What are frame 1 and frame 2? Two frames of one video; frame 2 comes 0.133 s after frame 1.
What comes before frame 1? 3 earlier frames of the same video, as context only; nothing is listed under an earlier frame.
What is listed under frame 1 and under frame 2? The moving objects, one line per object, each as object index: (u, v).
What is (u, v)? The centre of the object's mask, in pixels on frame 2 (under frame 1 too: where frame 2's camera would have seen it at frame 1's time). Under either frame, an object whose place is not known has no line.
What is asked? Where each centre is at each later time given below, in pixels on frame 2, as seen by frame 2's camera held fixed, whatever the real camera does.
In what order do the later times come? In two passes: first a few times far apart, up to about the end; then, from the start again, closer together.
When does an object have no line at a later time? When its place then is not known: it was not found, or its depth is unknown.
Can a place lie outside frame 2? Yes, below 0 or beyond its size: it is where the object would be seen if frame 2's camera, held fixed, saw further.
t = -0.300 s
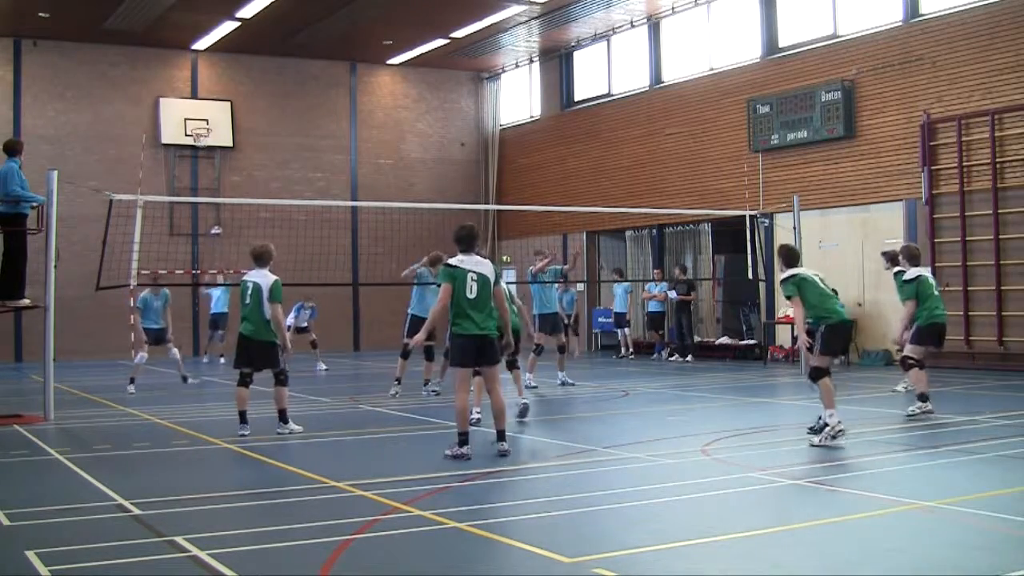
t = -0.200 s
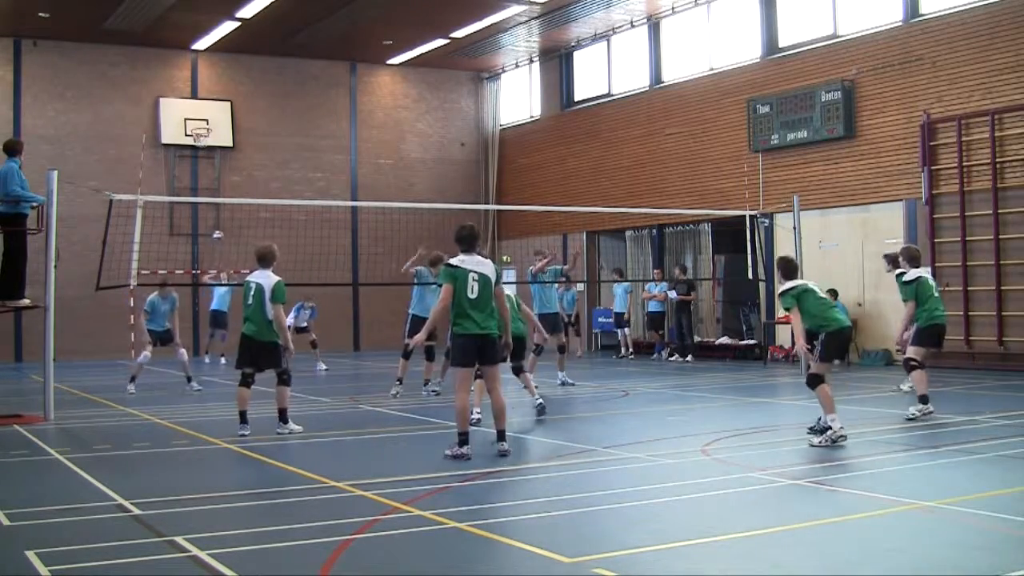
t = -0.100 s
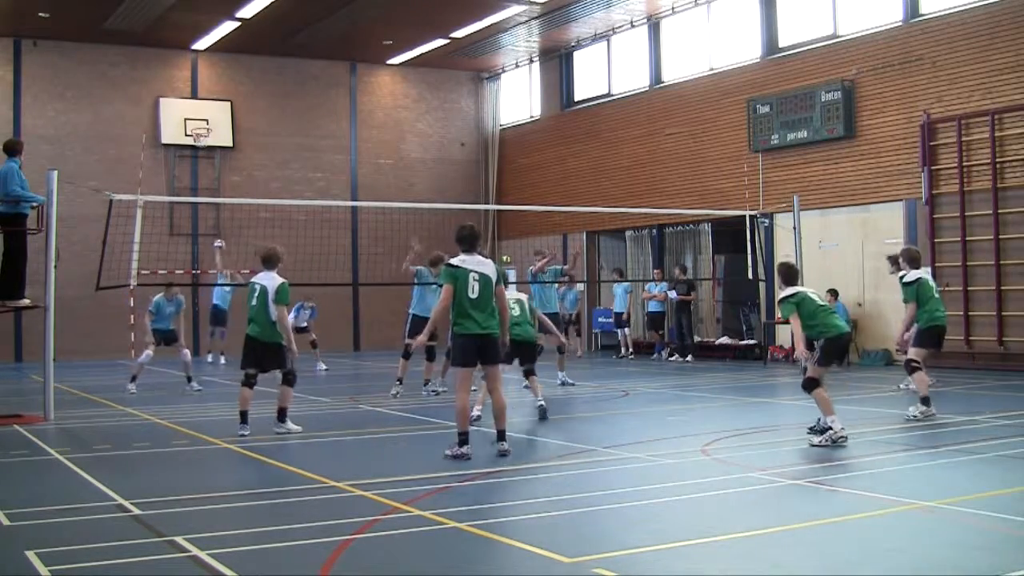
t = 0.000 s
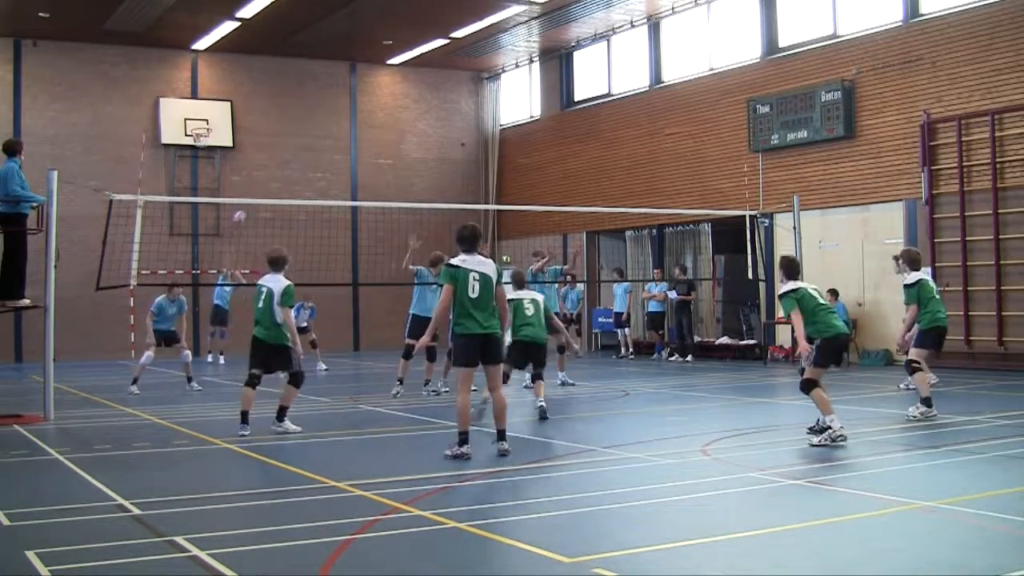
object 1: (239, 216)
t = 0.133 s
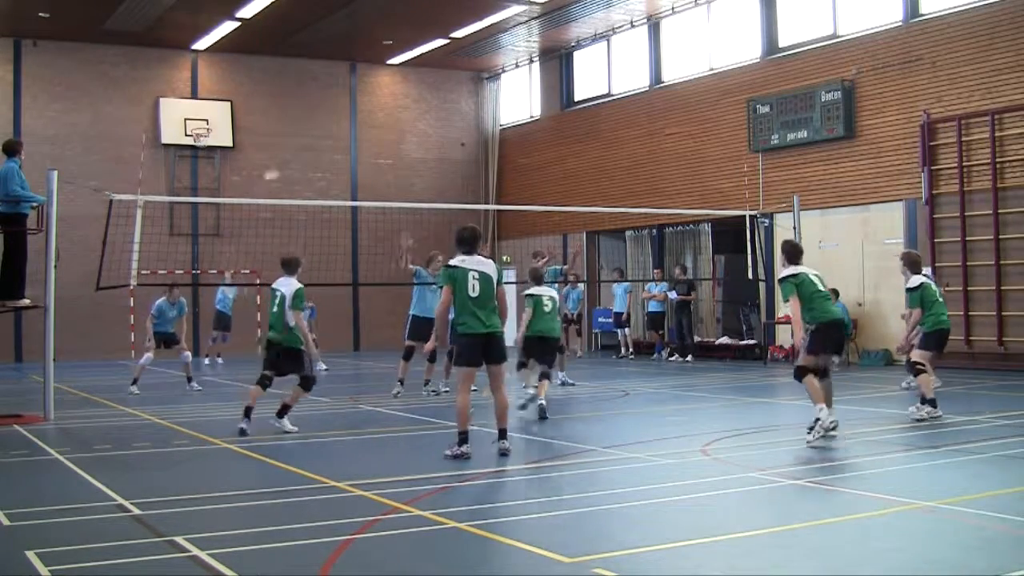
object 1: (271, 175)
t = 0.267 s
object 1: (308, 143)
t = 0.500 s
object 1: (377, 98)
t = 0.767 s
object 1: (477, 79)
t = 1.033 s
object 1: (611, 118)
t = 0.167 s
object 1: (280, 168)
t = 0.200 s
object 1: (288, 160)
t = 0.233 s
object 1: (297, 150)
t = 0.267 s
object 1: (308, 143)
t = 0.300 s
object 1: (317, 135)
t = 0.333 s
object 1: (326, 128)
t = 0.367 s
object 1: (335, 121)
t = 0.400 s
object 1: (345, 114)
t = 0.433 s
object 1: (356, 108)
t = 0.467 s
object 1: (365, 103)
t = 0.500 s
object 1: (377, 98)
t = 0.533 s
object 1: (388, 96)
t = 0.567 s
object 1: (400, 90)
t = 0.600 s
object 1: (412, 86)
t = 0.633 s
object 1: (424, 84)
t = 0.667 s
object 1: (438, 82)
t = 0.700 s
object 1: (450, 80)
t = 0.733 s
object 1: (463, 79)
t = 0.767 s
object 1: (477, 79)
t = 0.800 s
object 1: (491, 81)
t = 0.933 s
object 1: (555, 96)
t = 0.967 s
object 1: (575, 104)
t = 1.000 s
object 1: (592, 110)
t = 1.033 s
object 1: (611, 118)
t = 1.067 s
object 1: (628, 129)
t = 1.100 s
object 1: (650, 141)
